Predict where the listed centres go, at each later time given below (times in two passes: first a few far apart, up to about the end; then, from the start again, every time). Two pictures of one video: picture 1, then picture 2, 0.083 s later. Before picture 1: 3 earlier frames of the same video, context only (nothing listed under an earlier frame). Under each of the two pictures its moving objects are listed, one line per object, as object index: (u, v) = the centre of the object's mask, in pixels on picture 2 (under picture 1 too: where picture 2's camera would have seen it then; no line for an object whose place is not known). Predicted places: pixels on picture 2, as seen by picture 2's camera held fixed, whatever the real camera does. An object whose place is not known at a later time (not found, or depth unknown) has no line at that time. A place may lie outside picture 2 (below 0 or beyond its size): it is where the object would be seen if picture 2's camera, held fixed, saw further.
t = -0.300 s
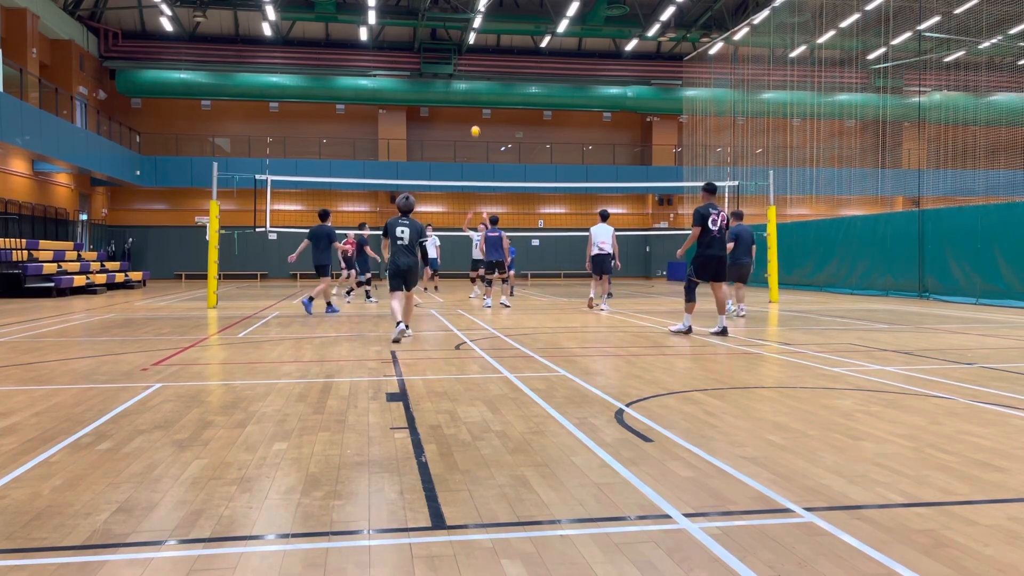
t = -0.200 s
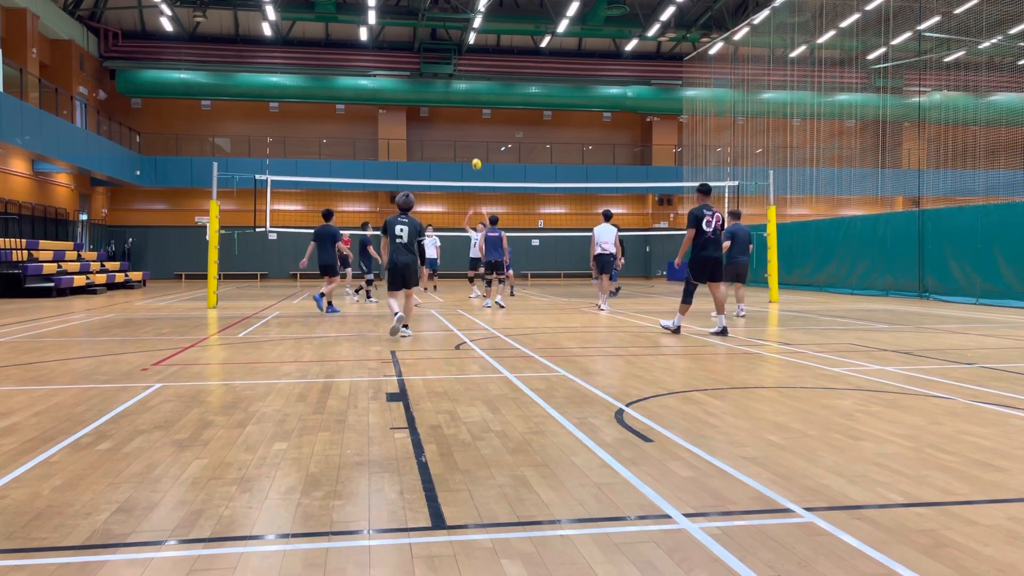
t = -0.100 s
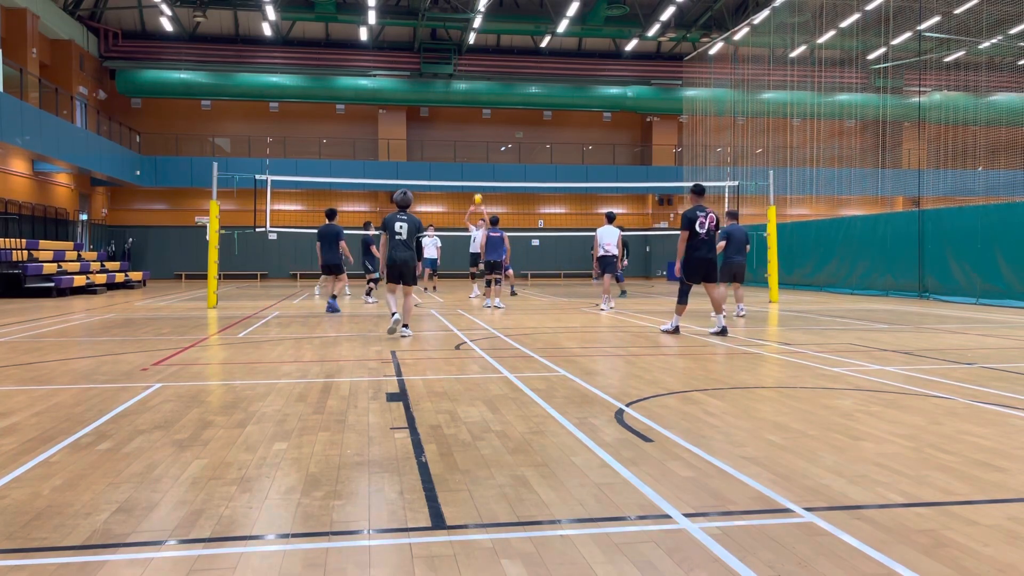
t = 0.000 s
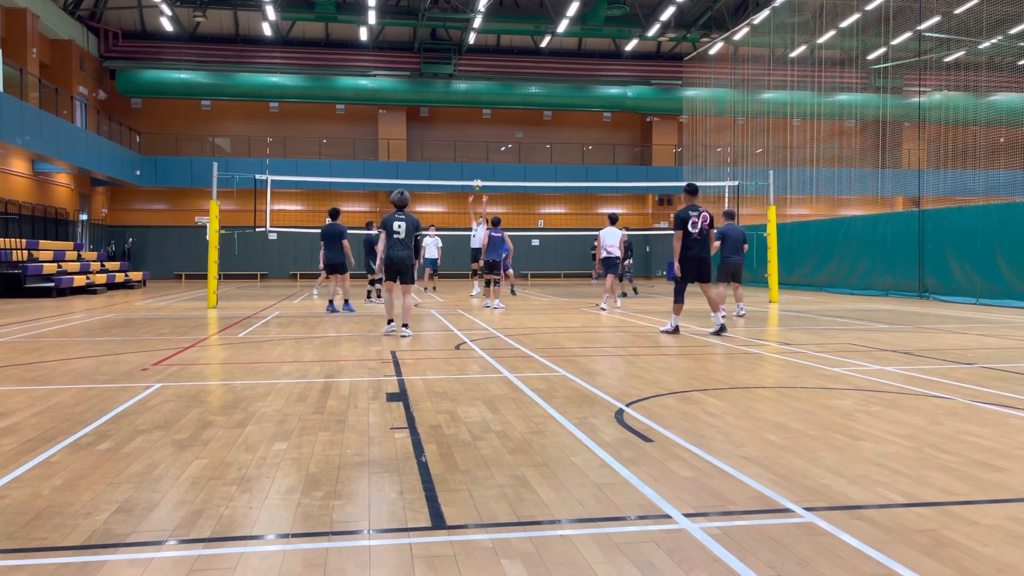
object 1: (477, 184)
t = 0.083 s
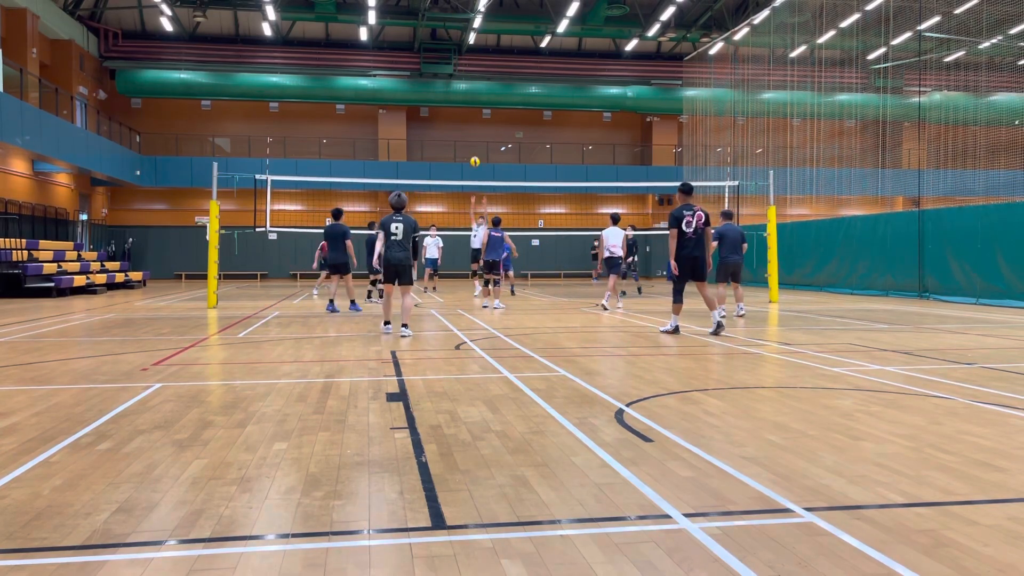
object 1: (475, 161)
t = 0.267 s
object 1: (470, 122)
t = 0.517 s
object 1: (463, 92)
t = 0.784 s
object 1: (456, 89)
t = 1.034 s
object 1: (448, 118)
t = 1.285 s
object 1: (442, 174)
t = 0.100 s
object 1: (474, 157)
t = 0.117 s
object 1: (474, 153)
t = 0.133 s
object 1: (473, 149)
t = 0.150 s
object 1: (473, 146)
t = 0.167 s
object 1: (472, 142)
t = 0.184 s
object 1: (472, 138)
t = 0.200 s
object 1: (471, 135)
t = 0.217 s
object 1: (471, 131)
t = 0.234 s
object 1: (470, 128)
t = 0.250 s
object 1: (470, 125)
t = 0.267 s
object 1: (470, 122)
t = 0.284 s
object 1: (469, 119)
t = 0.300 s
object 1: (469, 117)
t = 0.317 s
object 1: (468, 114)
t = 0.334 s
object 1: (467, 111)
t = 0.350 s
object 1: (467, 109)
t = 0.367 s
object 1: (467, 107)
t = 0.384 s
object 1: (466, 105)
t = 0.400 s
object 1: (466, 102)
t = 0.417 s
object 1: (465, 101)
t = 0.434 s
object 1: (465, 99)
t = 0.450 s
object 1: (464, 97)
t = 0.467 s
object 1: (464, 96)
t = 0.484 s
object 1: (464, 94)
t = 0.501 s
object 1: (463, 93)
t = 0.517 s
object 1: (463, 92)
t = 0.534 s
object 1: (462, 91)
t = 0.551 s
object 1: (462, 90)
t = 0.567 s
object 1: (461, 89)
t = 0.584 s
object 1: (461, 89)
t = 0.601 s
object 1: (460, 88)
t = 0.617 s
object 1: (460, 88)
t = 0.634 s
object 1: (460, 88)
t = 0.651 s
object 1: (459, 88)
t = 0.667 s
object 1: (459, 87)
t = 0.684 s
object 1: (458, 88)
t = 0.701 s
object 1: (458, 88)
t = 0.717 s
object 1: (457, 88)
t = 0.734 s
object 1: (456, 88)
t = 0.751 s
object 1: (456, 88)
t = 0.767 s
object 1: (456, 89)
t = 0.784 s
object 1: (456, 89)
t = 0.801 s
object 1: (455, 90)
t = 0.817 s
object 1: (455, 91)
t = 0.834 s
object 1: (454, 93)
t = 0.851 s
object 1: (454, 95)
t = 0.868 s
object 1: (453, 96)
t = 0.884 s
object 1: (453, 98)
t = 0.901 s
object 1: (452, 100)
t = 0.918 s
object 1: (452, 102)
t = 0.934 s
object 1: (451, 104)
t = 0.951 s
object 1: (451, 106)
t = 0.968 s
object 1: (450, 108)
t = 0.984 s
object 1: (450, 110)
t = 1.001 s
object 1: (449, 113)
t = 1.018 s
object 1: (449, 116)
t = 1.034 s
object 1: (448, 118)
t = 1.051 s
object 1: (448, 121)
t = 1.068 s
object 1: (447, 124)
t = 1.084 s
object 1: (447, 127)
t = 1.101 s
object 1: (447, 130)
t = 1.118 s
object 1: (446, 134)
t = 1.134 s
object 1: (446, 137)
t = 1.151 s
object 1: (445, 141)
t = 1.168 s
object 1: (445, 145)
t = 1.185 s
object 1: (445, 148)
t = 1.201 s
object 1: (444, 152)
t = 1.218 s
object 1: (444, 156)
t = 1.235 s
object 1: (443, 161)
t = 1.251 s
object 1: (443, 165)
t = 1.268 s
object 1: (442, 169)
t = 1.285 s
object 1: (442, 174)
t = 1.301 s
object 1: (442, 177)
